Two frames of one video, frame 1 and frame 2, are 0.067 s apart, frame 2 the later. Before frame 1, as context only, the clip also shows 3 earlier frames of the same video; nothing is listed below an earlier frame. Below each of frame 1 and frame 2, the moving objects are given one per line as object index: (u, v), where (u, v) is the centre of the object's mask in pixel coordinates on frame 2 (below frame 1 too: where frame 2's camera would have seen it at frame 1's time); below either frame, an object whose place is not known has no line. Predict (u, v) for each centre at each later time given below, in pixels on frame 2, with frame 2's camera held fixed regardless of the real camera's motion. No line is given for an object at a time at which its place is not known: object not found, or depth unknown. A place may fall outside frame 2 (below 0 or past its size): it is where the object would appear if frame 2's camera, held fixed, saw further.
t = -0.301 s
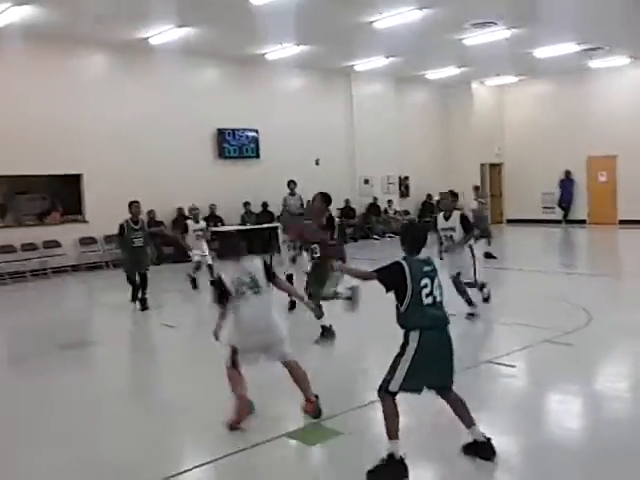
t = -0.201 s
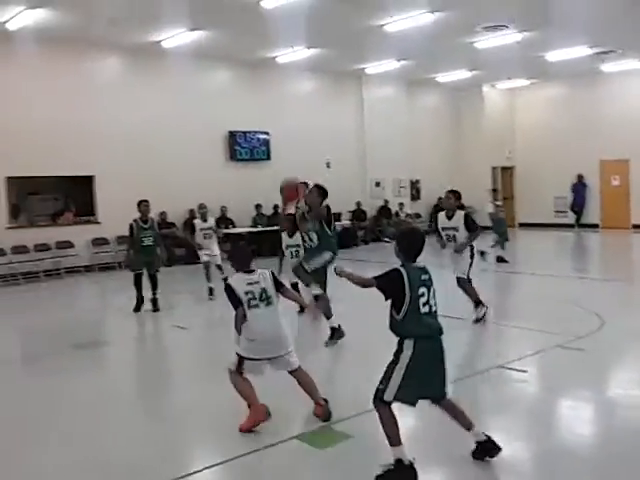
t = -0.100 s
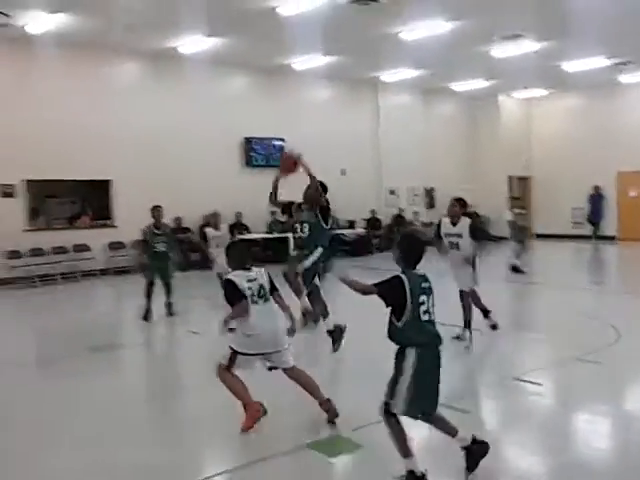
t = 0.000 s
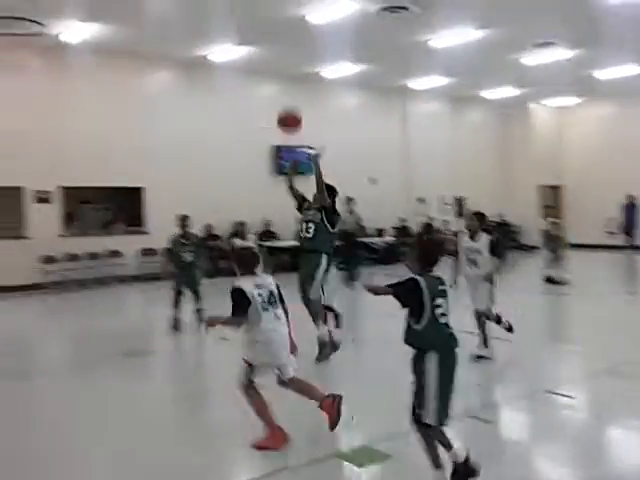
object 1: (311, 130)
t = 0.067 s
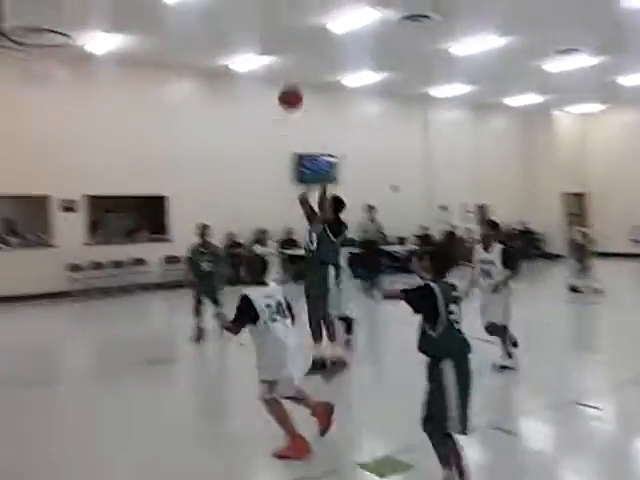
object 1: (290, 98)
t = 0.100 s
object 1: (279, 83)
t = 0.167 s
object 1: (259, 55)
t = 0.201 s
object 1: (248, 44)
